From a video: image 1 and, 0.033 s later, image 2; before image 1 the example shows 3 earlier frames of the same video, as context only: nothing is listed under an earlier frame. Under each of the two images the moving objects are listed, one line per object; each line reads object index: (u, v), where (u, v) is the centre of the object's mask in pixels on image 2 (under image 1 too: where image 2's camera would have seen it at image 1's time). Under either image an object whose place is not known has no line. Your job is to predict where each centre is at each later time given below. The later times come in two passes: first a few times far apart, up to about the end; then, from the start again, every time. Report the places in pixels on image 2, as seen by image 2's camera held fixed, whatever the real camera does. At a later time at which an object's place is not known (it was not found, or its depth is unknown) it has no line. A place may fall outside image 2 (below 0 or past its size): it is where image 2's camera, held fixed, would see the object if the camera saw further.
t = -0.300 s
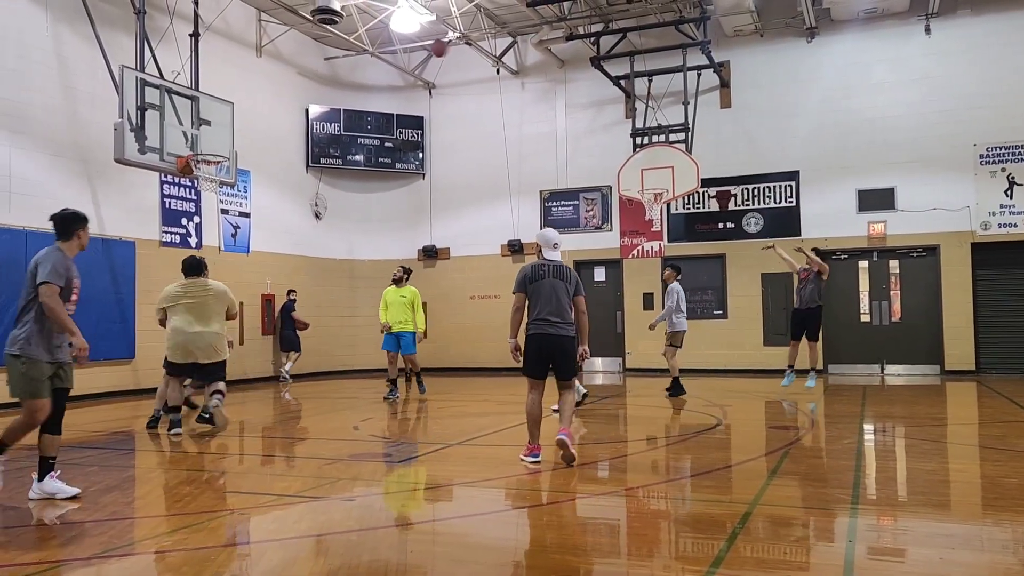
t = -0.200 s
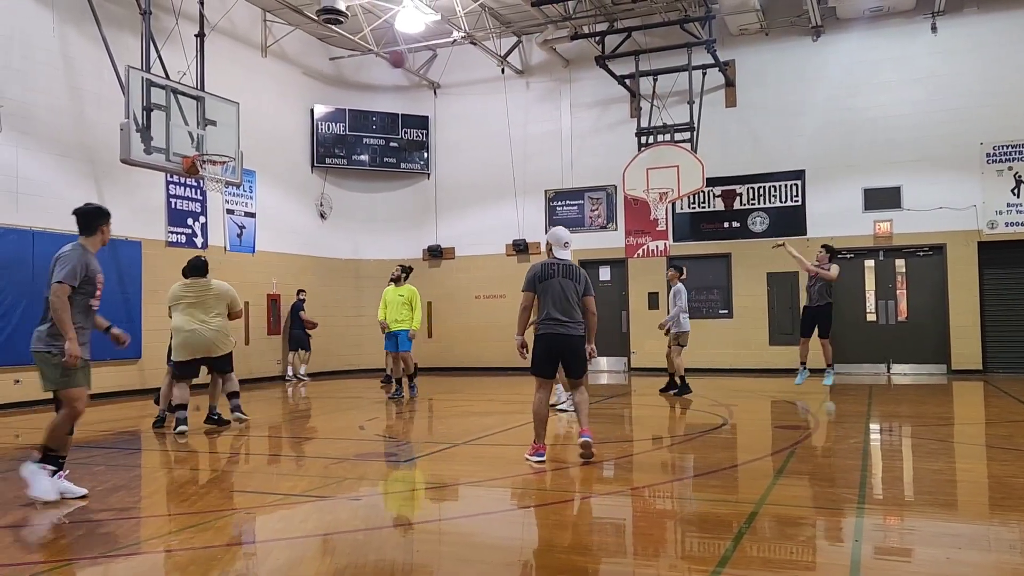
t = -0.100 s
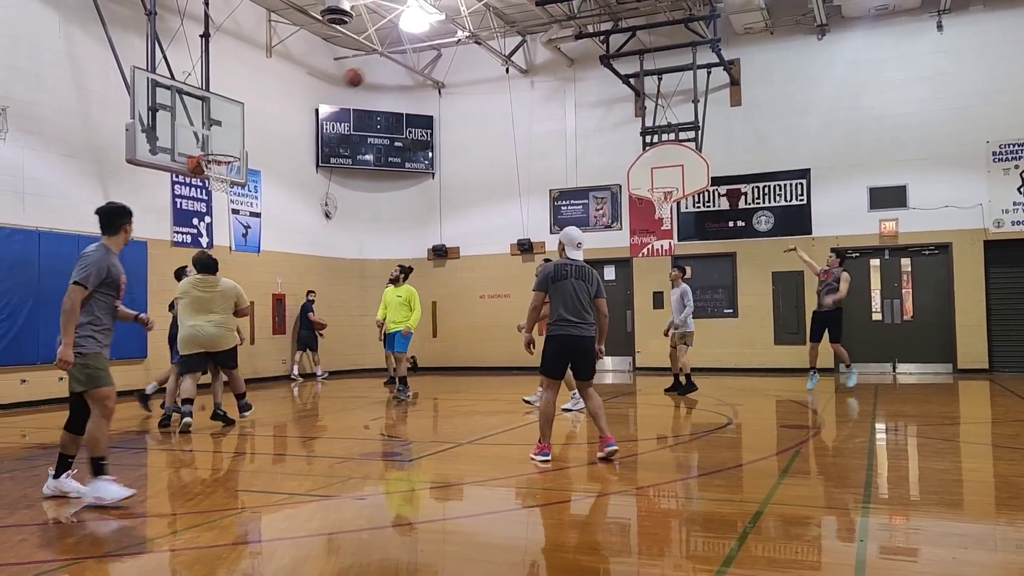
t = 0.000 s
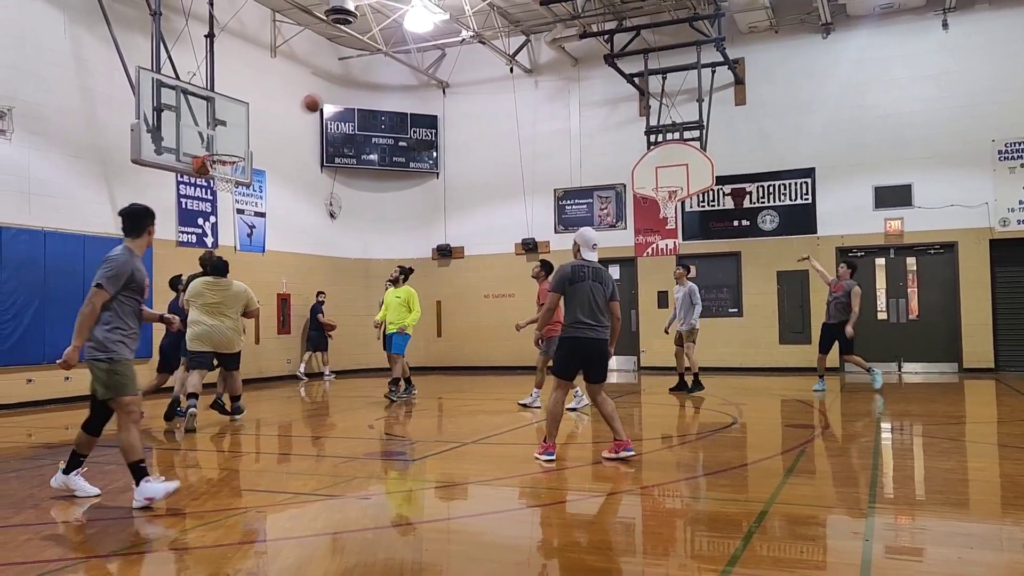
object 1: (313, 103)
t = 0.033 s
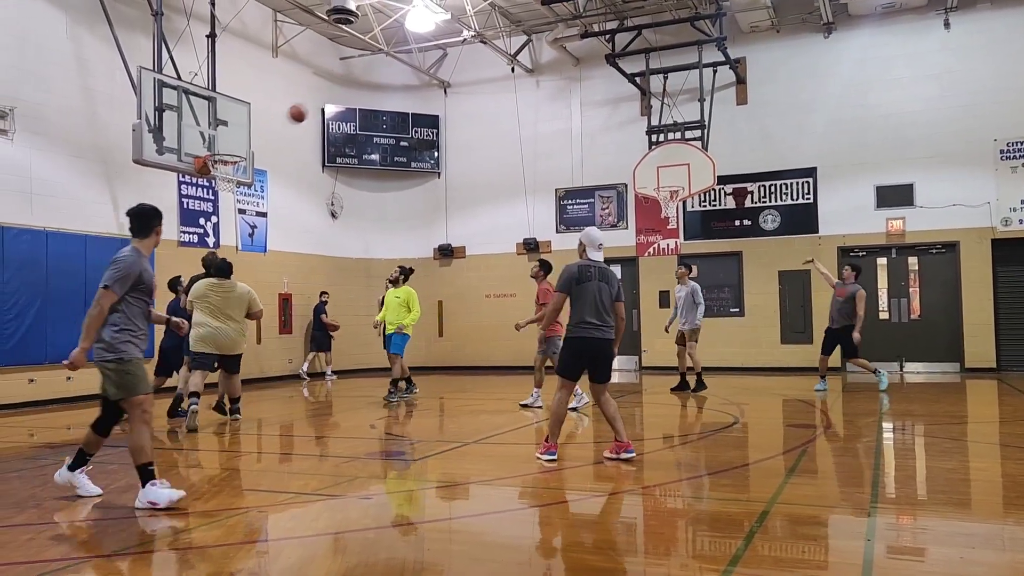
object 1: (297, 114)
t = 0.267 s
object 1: (244, 120)
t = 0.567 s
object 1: (257, 80)
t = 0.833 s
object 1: (281, 97)
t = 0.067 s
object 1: (282, 125)
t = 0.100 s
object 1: (266, 137)
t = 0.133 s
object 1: (250, 150)
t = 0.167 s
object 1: (245, 147)
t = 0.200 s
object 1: (245, 138)
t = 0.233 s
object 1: (244, 128)
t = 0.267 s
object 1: (244, 120)
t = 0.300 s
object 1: (243, 113)
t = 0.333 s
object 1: (243, 106)
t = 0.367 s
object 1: (243, 101)
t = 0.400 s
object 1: (242, 96)
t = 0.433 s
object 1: (245, 92)
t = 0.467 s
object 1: (248, 87)
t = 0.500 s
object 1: (251, 84)
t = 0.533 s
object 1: (254, 82)
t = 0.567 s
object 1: (257, 80)
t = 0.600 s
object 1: (260, 79)
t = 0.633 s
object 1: (263, 80)
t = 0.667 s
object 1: (266, 80)
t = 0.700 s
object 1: (270, 82)
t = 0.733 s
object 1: (273, 84)
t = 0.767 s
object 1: (276, 88)
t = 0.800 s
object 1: (278, 92)
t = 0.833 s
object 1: (281, 97)
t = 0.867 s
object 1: (284, 102)
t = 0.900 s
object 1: (287, 109)
